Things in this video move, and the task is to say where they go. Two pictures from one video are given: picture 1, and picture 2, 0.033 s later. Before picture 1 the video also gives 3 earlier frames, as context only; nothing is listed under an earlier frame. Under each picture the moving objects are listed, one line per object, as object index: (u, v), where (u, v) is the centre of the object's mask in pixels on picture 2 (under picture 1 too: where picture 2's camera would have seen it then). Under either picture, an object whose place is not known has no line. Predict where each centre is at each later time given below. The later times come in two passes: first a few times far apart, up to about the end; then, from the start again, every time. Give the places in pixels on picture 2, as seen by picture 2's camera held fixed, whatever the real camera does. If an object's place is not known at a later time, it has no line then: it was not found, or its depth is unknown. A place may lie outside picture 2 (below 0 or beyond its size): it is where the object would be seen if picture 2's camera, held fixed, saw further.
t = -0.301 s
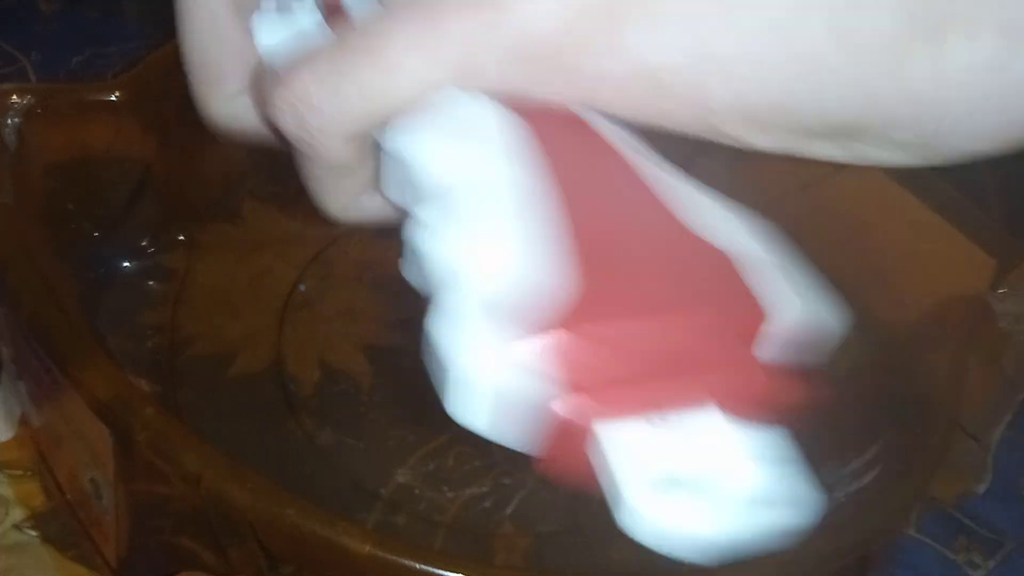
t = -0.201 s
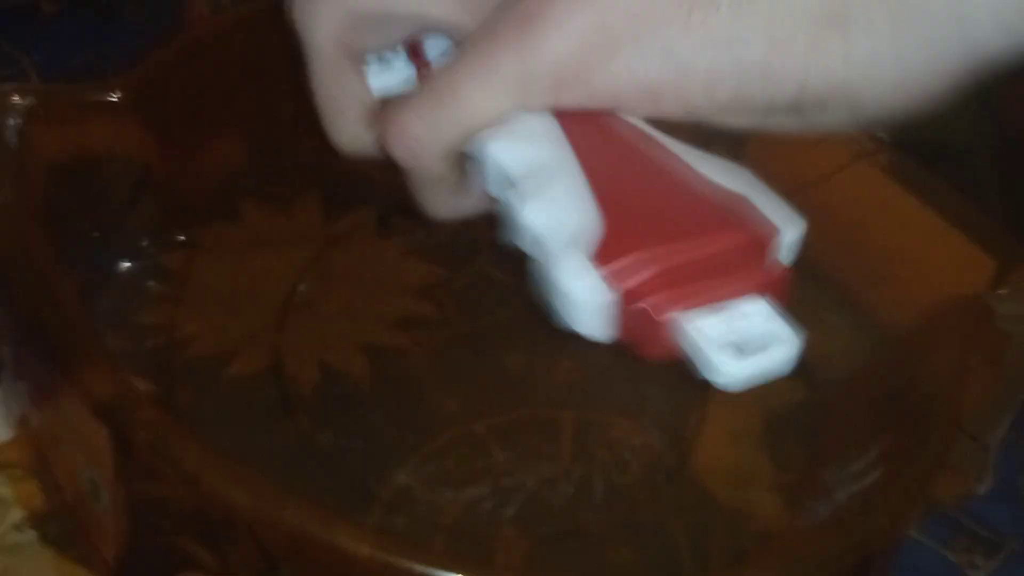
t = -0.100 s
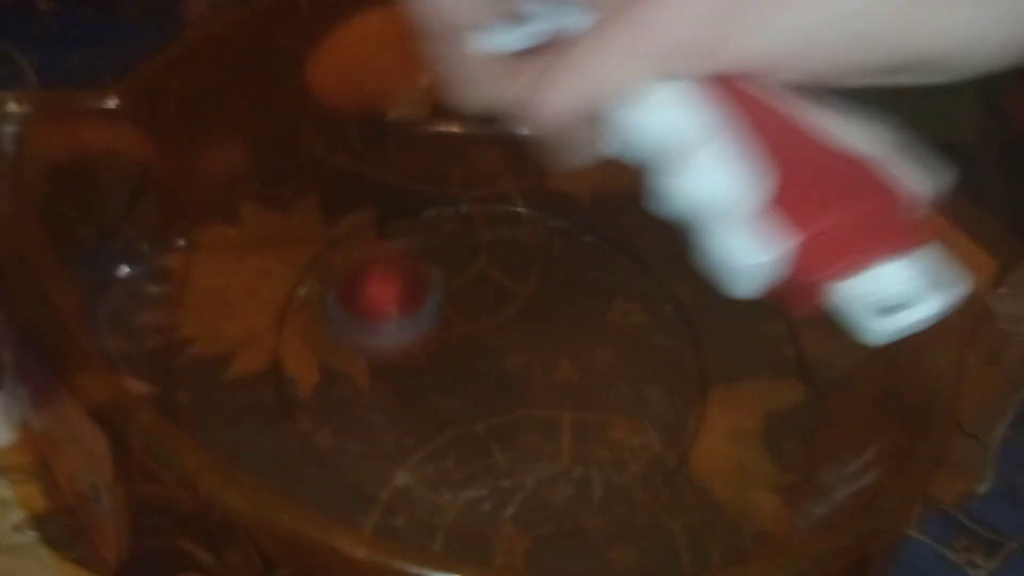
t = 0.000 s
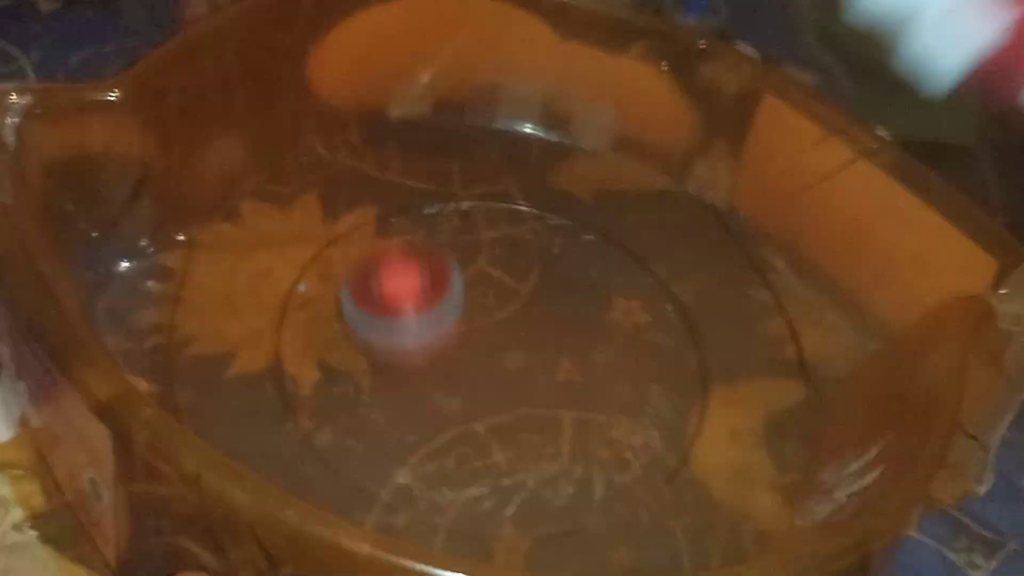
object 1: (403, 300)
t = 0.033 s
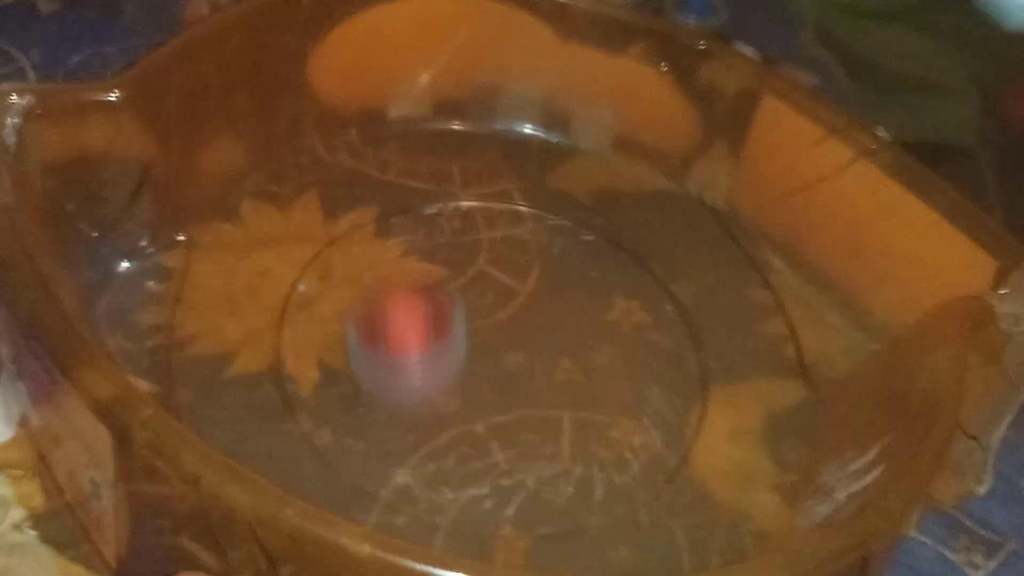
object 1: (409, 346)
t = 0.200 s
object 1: (479, 456)
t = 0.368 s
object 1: (583, 515)
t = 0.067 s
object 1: (415, 380)
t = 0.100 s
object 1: (432, 380)
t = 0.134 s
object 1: (447, 399)
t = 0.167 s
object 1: (463, 441)
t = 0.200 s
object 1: (479, 456)
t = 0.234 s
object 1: (495, 477)
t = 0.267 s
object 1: (510, 497)
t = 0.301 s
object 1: (532, 507)
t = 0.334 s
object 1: (554, 512)
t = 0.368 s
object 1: (583, 515)
